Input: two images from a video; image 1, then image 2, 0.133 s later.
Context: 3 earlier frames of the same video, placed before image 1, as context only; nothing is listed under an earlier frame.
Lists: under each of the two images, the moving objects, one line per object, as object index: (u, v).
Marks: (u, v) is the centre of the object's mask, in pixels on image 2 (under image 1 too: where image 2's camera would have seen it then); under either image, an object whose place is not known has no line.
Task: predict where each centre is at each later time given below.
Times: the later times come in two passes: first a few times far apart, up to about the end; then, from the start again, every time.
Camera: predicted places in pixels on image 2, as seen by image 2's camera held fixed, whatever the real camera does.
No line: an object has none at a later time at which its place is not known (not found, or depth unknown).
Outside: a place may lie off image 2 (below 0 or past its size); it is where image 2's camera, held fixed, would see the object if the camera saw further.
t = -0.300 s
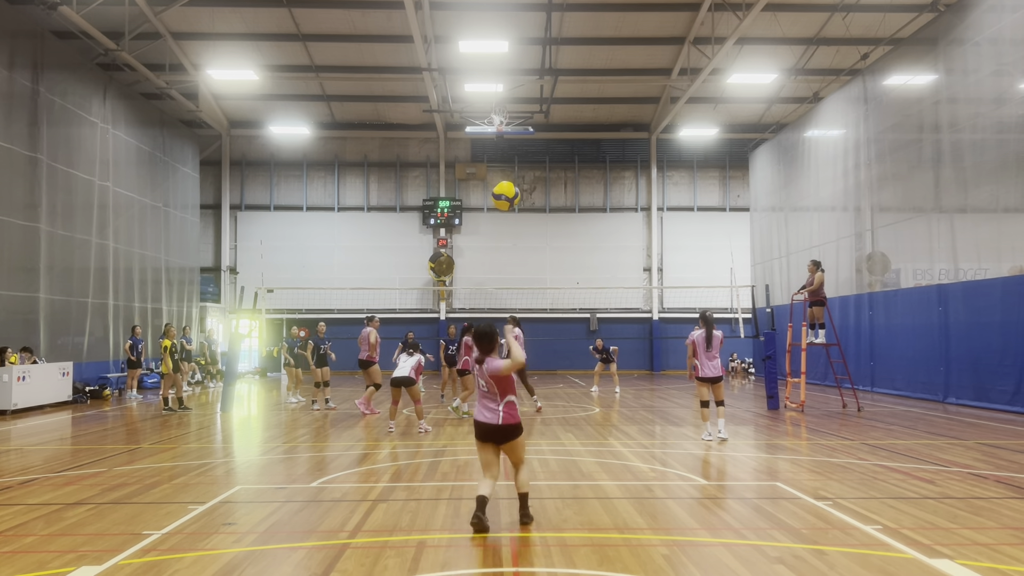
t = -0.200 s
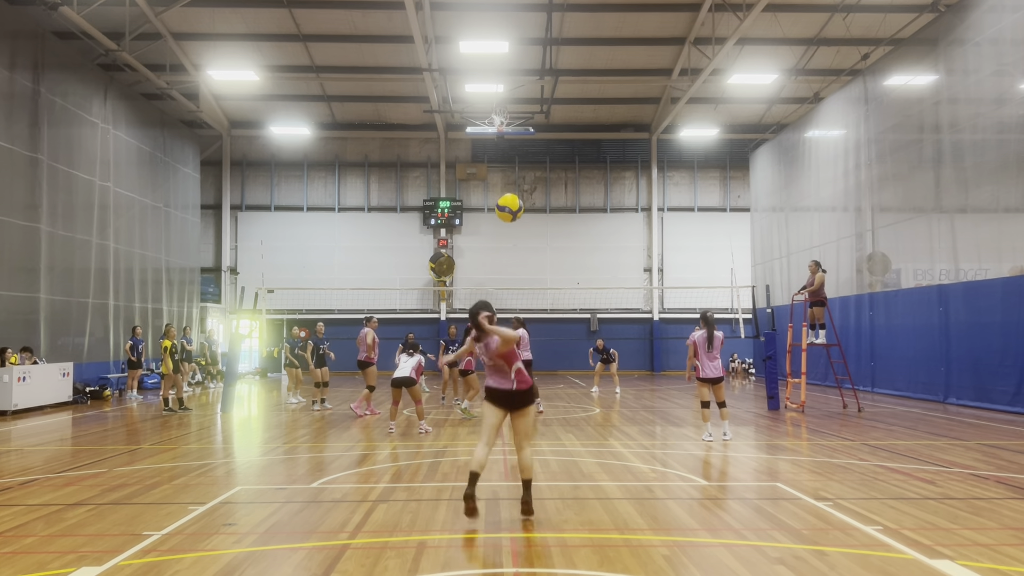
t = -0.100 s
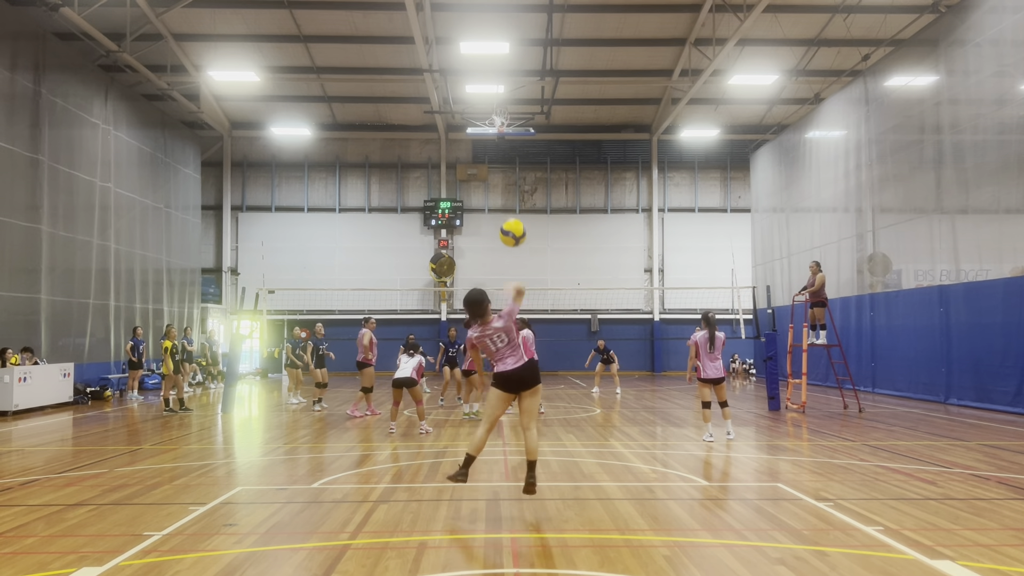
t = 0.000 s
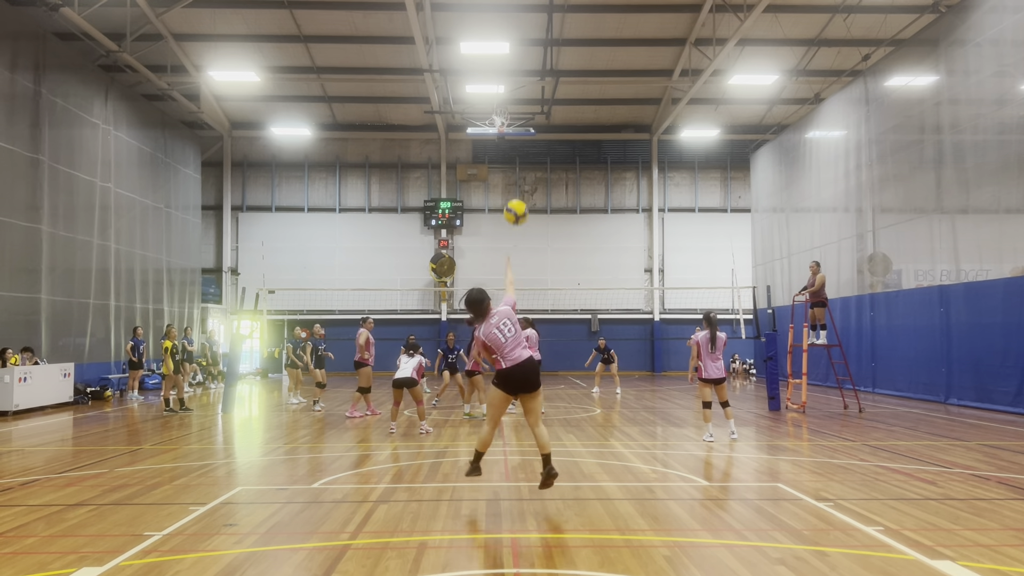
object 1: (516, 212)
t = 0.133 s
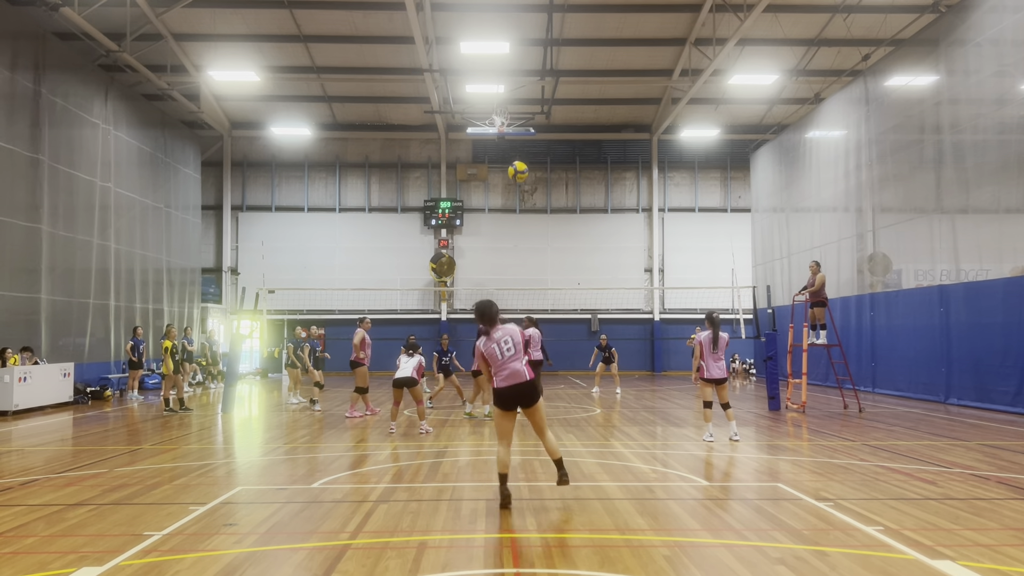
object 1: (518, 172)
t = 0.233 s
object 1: (518, 160)
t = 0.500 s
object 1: (520, 170)
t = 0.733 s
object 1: (526, 205)
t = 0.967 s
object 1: (532, 253)
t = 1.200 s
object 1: (541, 307)
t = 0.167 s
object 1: (518, 166)
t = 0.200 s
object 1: (518, 162)
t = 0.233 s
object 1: (518, 160)
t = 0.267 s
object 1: (518, 159)
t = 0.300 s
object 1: (519, 159)
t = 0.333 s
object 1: (518, 159)
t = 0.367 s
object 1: (518, 160)
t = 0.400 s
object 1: (518, 162)
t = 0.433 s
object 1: (519, 164)
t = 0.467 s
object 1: (519, 166)
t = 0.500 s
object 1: (520, 170)
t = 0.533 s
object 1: (520, 173)
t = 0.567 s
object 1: (521, 177)
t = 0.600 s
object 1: (522, 182)
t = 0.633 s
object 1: (523, 187)
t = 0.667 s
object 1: (524, 193)
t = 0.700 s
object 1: (525, 199)
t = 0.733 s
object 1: (526, 205)
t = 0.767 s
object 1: (526, 211)
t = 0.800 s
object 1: (527, 218)
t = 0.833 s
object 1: (528, 225)
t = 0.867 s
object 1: (529, 232)
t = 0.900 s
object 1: (530, 239)
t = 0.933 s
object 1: (531, 246)
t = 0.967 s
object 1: (532, 253)
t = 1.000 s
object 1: (533, 260)
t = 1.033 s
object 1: (534, 268)
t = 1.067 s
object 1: (535, 275)
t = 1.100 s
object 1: (536, 283)
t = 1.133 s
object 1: (538, 292)
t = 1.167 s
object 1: (539, 299)
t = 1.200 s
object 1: (541, 307)
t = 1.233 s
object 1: (542, 316)
